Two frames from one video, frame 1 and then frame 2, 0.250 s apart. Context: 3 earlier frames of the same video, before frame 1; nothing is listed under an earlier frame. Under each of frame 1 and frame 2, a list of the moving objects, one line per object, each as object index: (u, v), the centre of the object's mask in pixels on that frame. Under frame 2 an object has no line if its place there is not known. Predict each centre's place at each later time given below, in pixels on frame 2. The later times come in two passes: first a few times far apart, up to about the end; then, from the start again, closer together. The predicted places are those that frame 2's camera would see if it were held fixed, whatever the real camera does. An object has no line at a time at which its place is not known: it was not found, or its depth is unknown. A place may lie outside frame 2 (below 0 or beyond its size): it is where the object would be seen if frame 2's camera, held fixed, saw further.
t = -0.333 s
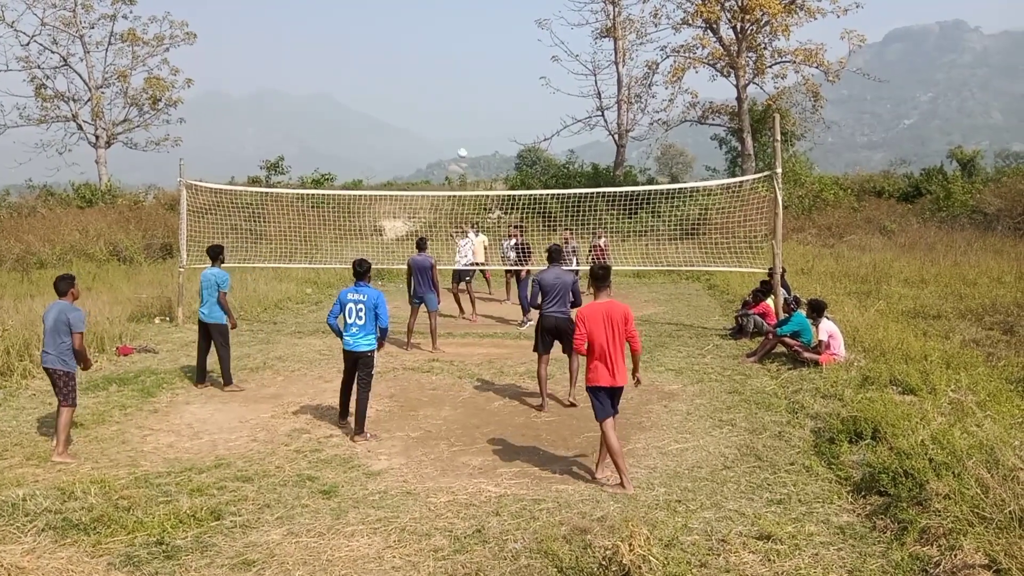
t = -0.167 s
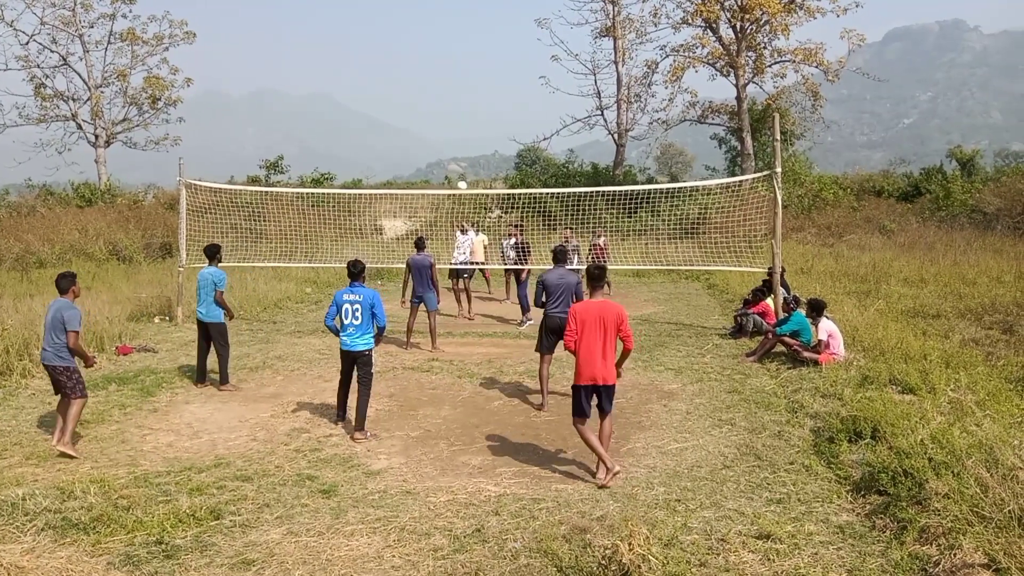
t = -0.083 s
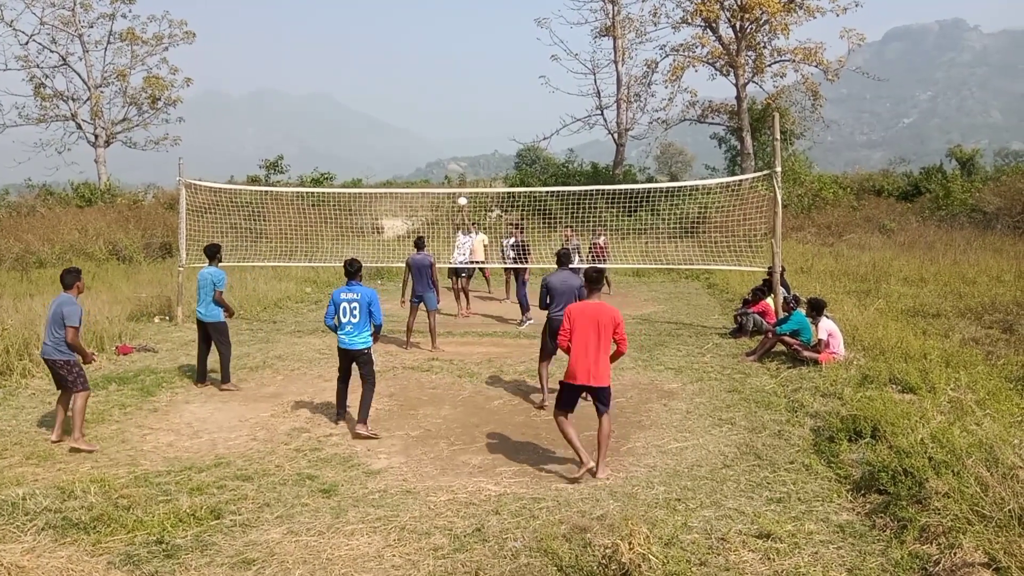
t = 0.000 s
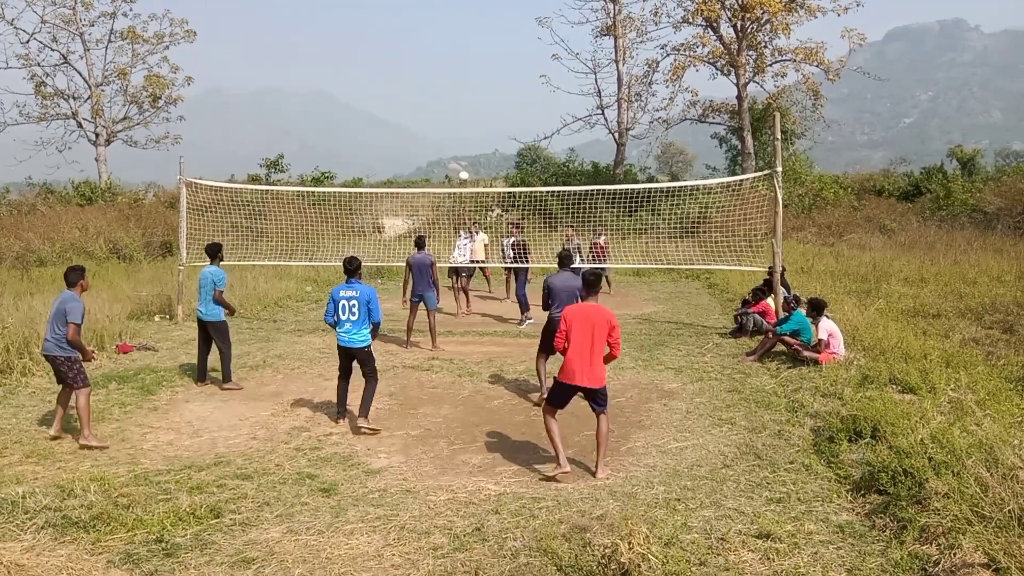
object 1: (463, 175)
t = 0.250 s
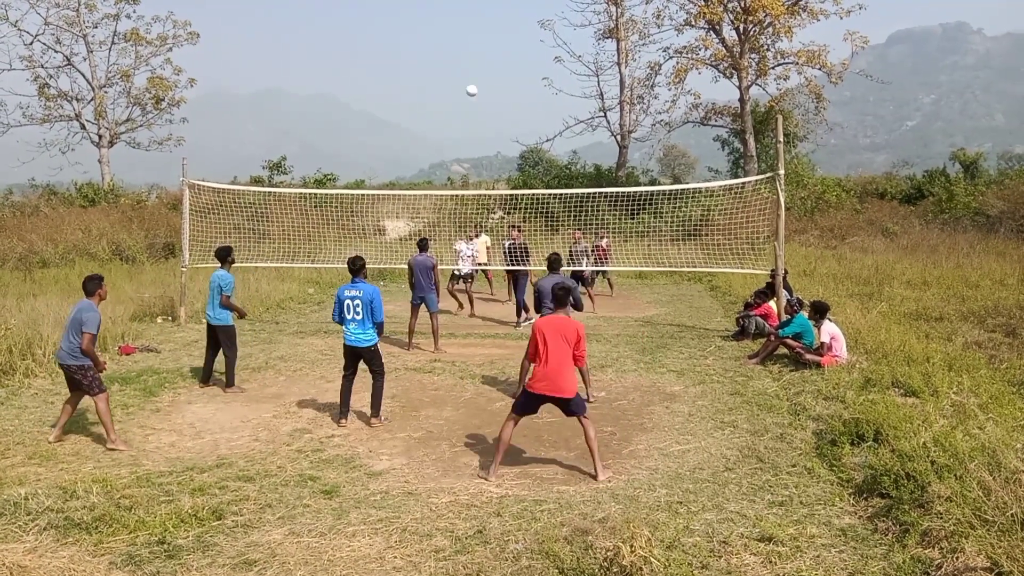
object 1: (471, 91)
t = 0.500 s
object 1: (480, 38)
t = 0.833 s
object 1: (499, 27)
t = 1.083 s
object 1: (518, 82)
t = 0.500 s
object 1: (480, 38)
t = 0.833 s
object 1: (499, 27)
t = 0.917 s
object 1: (504, 36)
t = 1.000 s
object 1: (512, 60)
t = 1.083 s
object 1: (518, 82)
